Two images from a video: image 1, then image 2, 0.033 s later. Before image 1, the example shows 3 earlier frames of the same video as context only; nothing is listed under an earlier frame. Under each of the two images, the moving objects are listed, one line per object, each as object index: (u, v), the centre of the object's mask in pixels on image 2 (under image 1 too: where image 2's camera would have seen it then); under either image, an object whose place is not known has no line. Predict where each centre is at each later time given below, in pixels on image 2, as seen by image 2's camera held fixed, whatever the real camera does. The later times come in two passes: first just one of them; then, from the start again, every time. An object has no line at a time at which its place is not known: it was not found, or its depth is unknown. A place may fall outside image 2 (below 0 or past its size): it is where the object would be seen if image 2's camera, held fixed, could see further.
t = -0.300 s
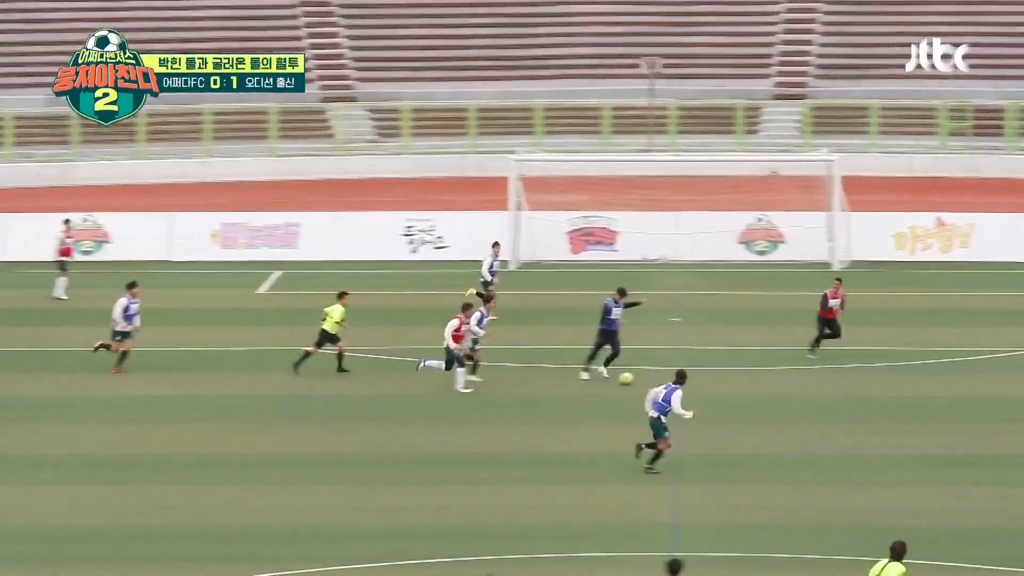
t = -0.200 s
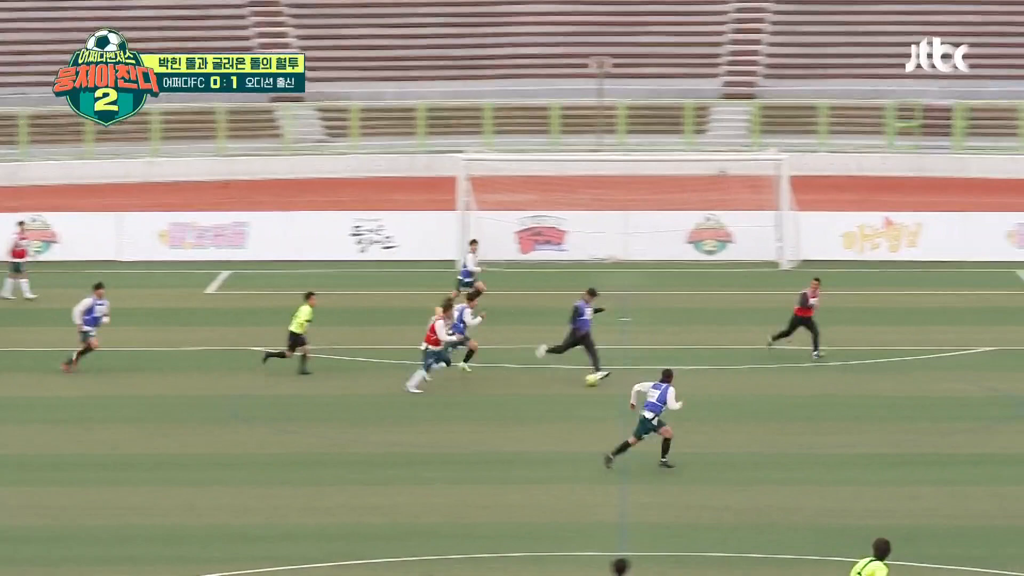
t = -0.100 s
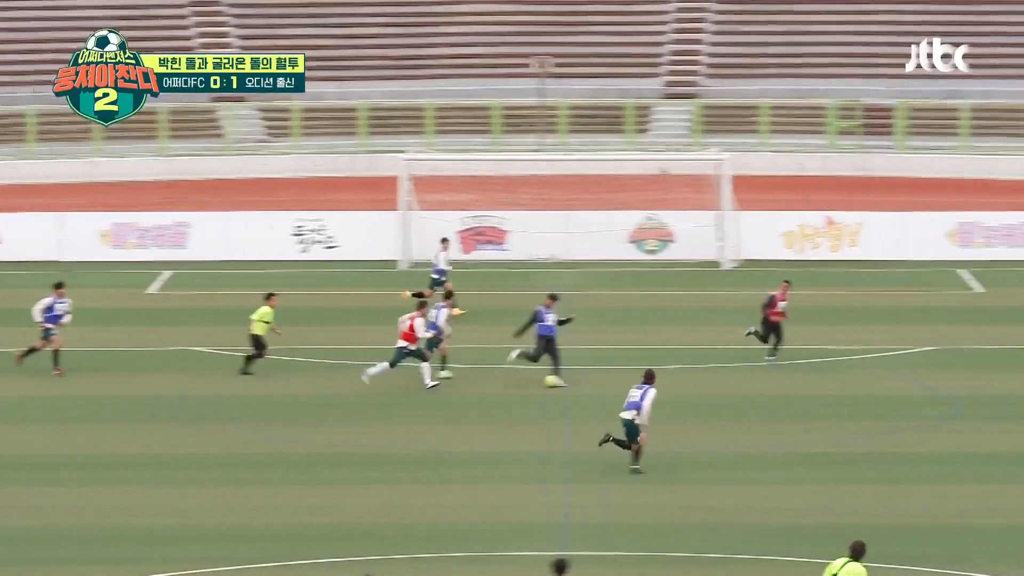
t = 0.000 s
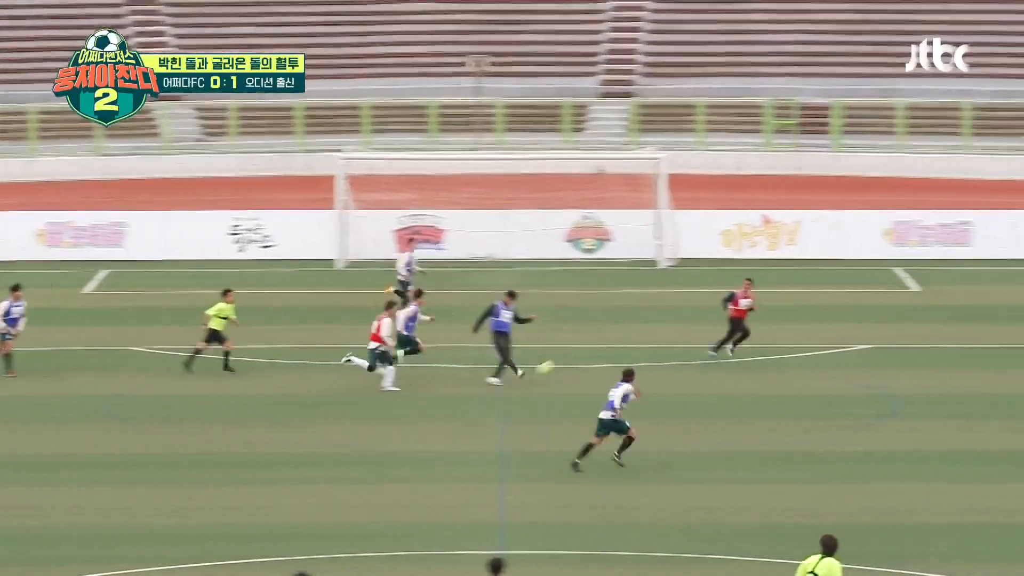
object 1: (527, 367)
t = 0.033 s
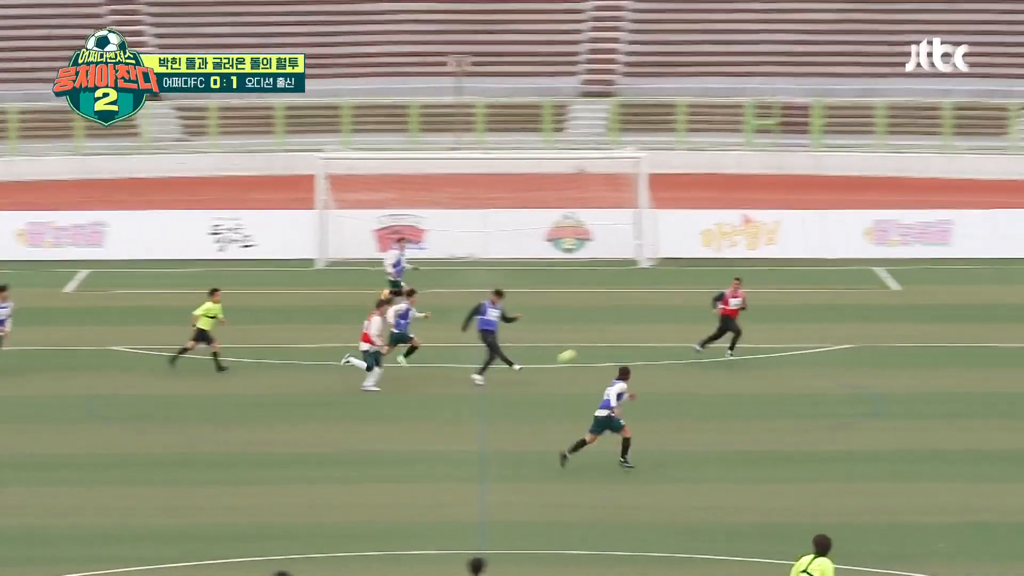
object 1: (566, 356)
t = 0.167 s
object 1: (726, 317)
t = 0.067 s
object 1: (606, 345)
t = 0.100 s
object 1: (646, 336)
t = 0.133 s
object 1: (686, 326)
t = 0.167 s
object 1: (726, 317)
